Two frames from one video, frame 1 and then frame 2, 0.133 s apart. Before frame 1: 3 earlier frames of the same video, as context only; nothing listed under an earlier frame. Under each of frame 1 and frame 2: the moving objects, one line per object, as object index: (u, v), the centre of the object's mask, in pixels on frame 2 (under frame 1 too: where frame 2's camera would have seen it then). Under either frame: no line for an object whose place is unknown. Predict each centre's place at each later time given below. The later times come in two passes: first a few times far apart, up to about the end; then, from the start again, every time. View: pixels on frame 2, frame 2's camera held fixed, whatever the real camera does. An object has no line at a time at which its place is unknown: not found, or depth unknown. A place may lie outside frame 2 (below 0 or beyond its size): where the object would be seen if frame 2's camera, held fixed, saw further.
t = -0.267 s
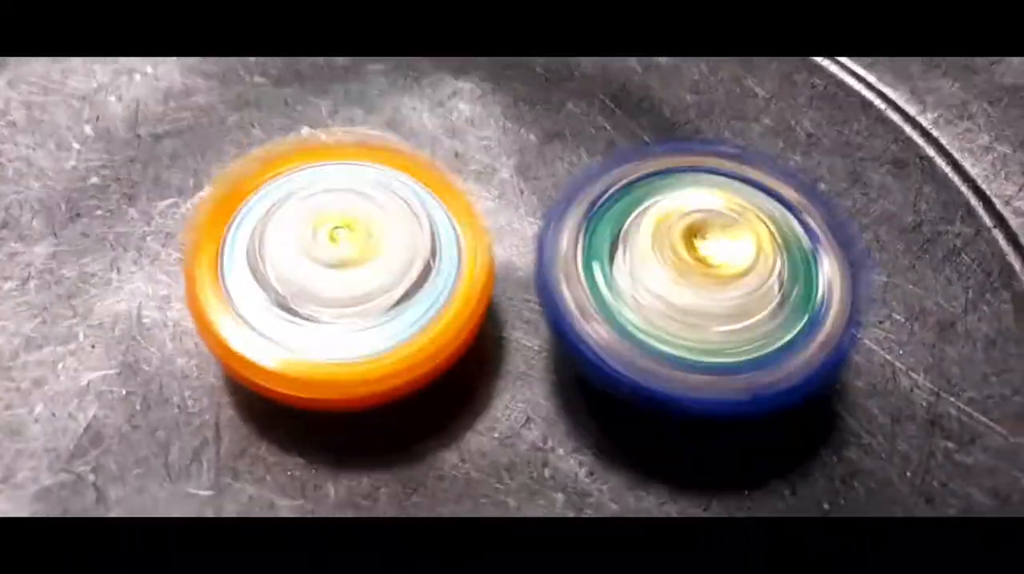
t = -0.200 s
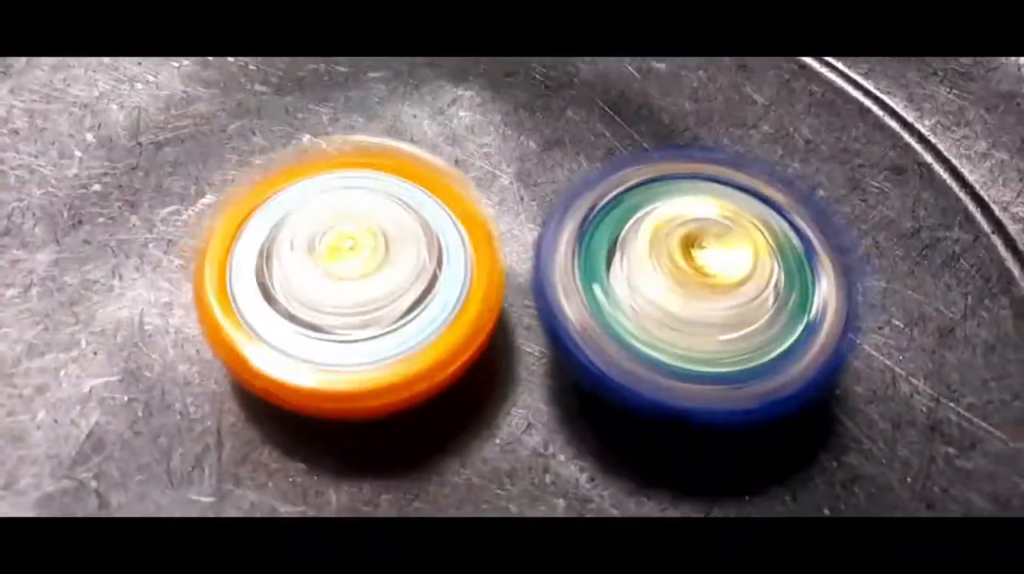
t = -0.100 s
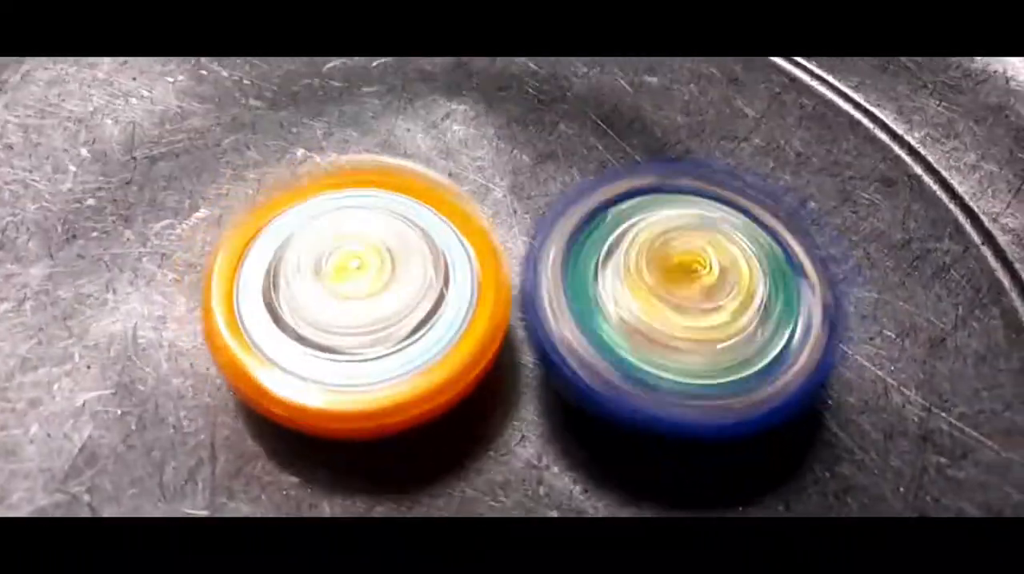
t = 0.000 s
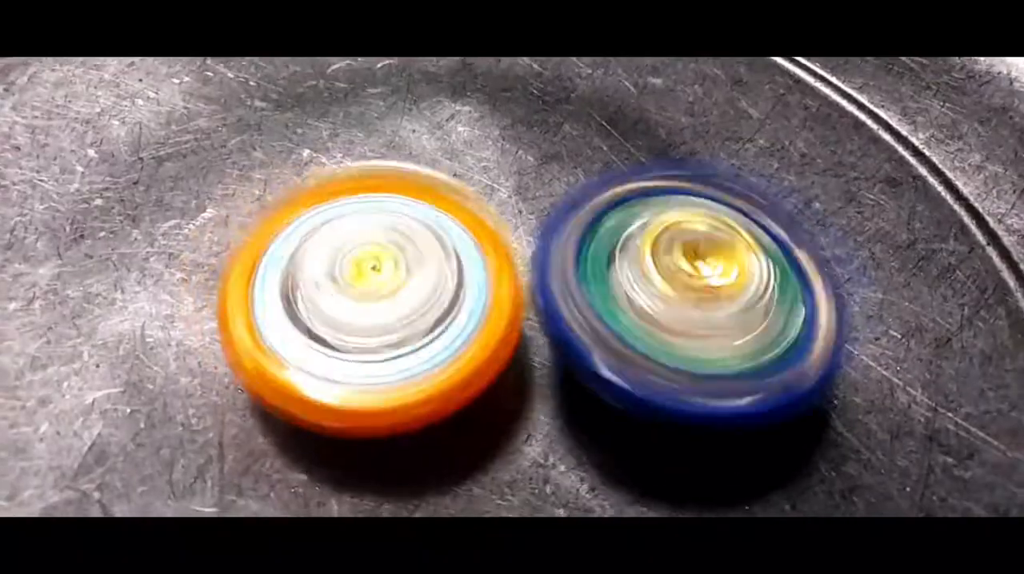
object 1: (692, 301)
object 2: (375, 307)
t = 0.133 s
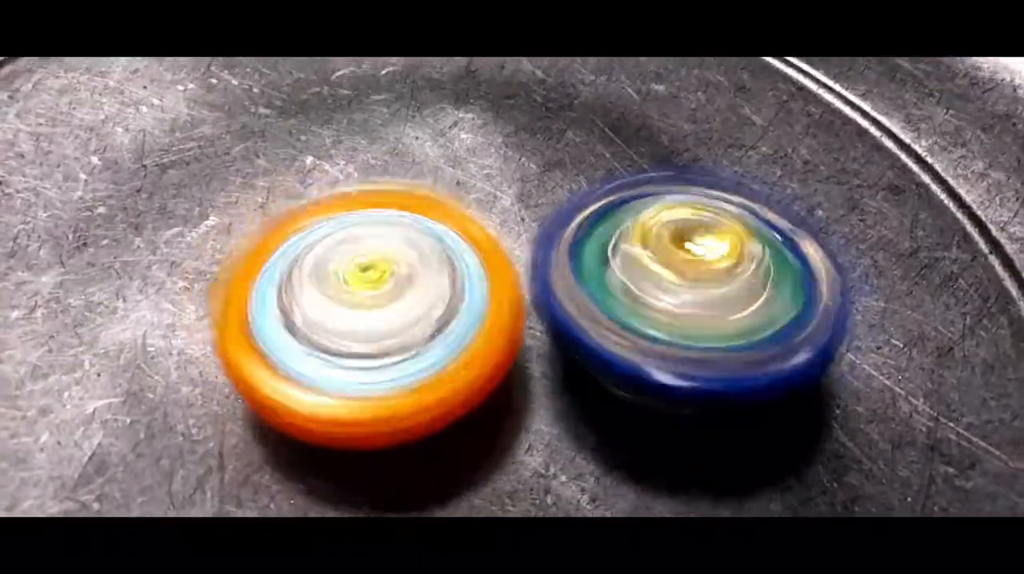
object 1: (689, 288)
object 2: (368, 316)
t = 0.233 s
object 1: (704, 277)
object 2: (345, 321)
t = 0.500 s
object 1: (703, 282)
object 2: (325, 326)
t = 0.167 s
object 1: (699, 284)
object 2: (357, 317)
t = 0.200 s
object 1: (701, 281)
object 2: (346, 319)
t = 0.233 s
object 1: (704, 277)
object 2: (345, 321)
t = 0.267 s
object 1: (705, 276)
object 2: (343, 321)
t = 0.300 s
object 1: (704, 274)
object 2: (334, 322)
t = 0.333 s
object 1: (703, 275)
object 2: (334, 324)
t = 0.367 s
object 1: (701, 278)
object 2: (332, 322)
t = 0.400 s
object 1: (703, 282)
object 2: (327, 325)
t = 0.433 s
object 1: (703, 282)
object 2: (327, 325)
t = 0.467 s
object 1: (702, 281)
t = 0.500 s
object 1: (703, 282)
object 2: (325, 326)
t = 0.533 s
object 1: (701, 283)
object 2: (328, 324)
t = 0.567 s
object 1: (698, 285)
